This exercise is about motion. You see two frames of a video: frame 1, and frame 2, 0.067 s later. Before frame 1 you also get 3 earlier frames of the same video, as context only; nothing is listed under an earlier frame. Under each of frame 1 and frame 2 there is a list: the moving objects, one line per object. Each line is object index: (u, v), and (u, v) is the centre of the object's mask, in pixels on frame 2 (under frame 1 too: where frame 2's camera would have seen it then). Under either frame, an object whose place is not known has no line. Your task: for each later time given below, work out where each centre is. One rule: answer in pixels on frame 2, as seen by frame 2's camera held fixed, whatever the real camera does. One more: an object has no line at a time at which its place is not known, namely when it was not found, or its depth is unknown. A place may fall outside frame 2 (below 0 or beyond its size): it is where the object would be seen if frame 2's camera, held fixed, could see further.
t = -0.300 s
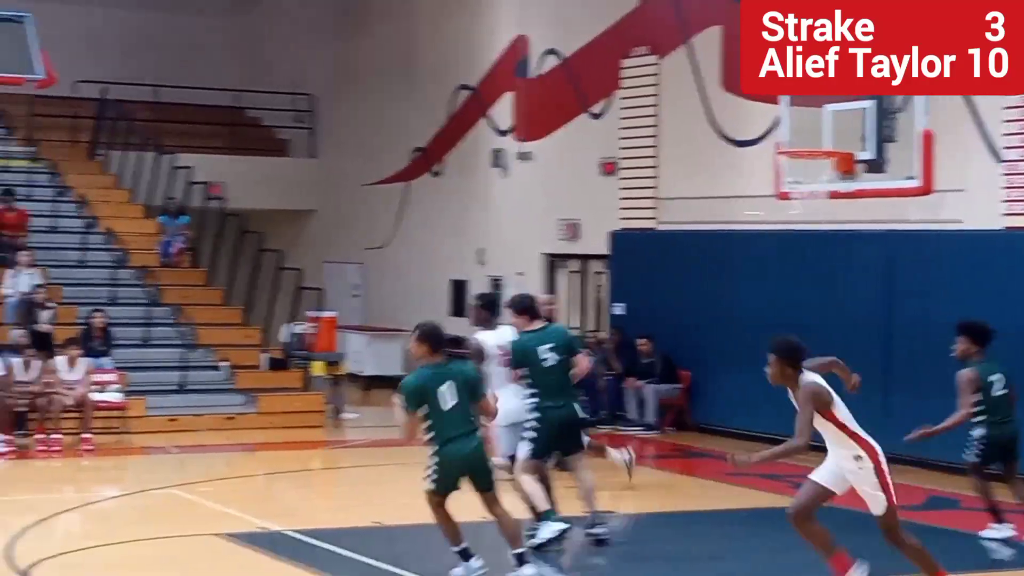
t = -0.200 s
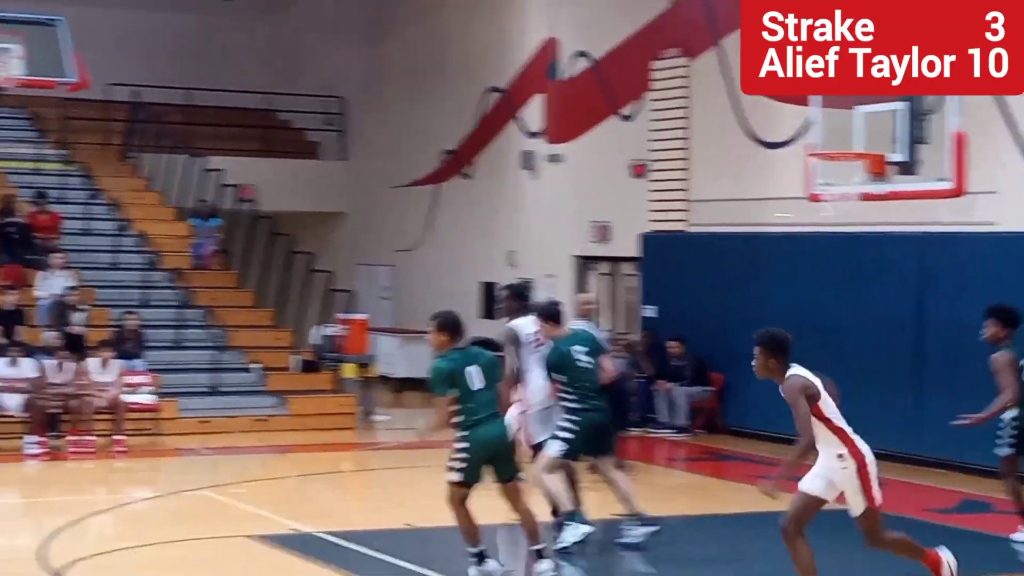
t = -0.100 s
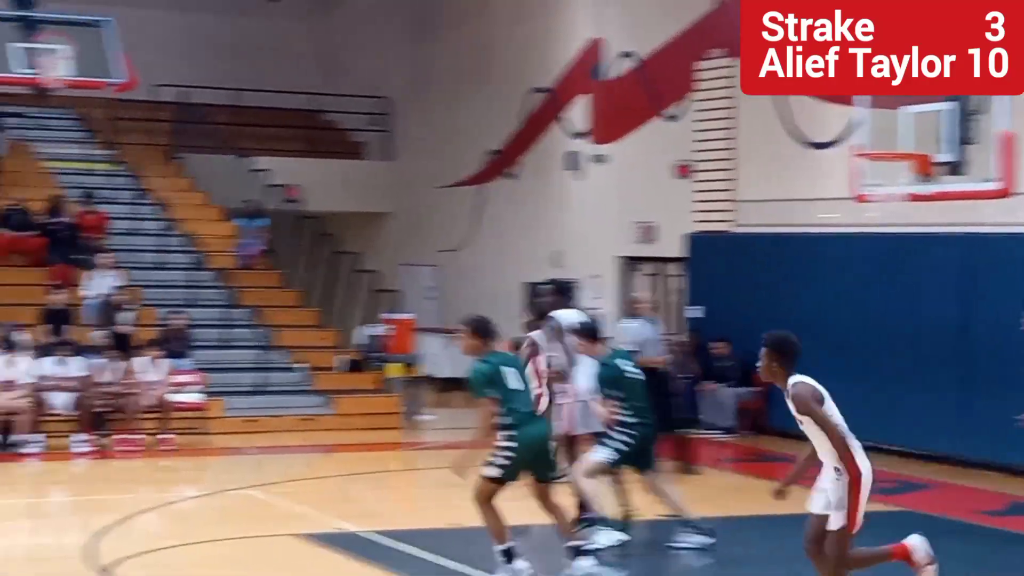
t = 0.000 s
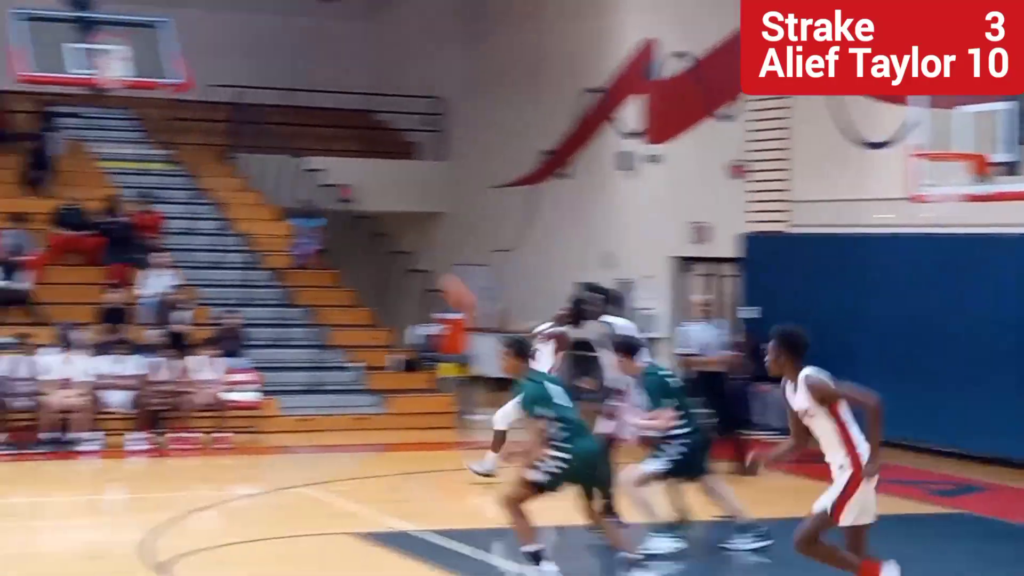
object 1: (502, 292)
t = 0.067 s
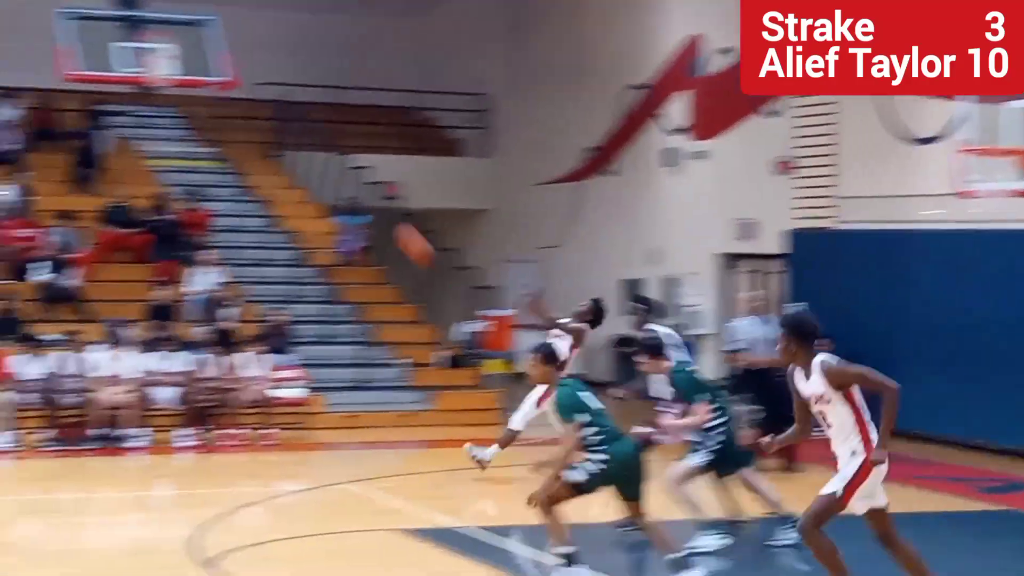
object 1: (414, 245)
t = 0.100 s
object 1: (370, 224)
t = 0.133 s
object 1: (324, 200)
